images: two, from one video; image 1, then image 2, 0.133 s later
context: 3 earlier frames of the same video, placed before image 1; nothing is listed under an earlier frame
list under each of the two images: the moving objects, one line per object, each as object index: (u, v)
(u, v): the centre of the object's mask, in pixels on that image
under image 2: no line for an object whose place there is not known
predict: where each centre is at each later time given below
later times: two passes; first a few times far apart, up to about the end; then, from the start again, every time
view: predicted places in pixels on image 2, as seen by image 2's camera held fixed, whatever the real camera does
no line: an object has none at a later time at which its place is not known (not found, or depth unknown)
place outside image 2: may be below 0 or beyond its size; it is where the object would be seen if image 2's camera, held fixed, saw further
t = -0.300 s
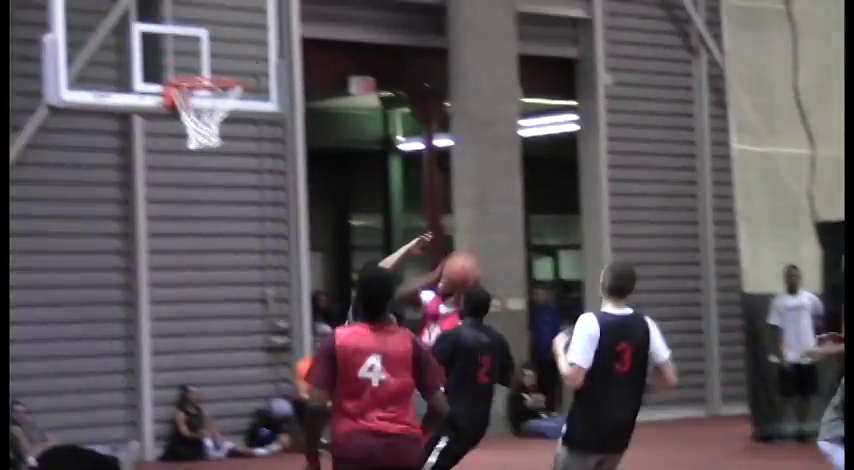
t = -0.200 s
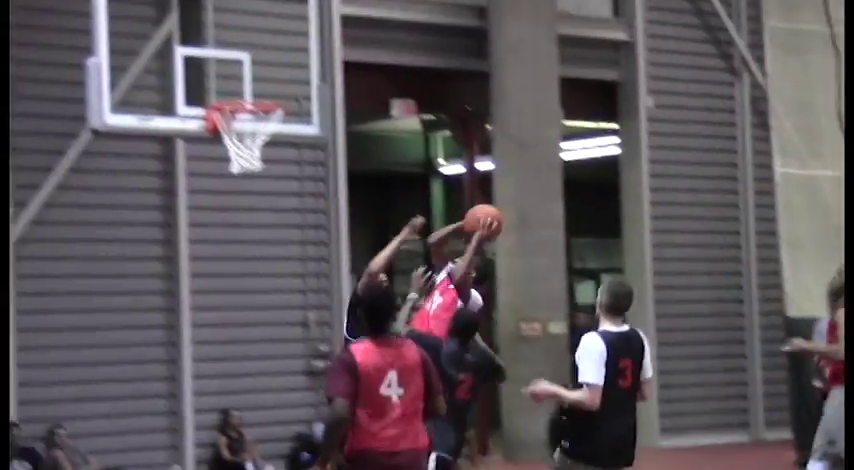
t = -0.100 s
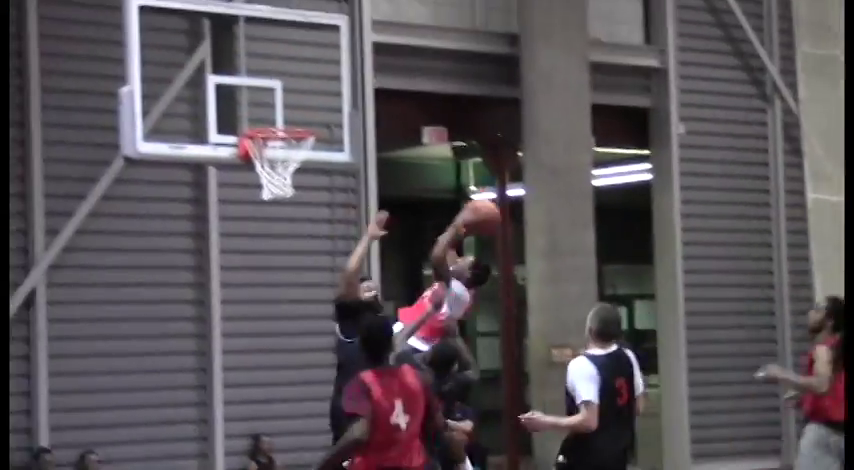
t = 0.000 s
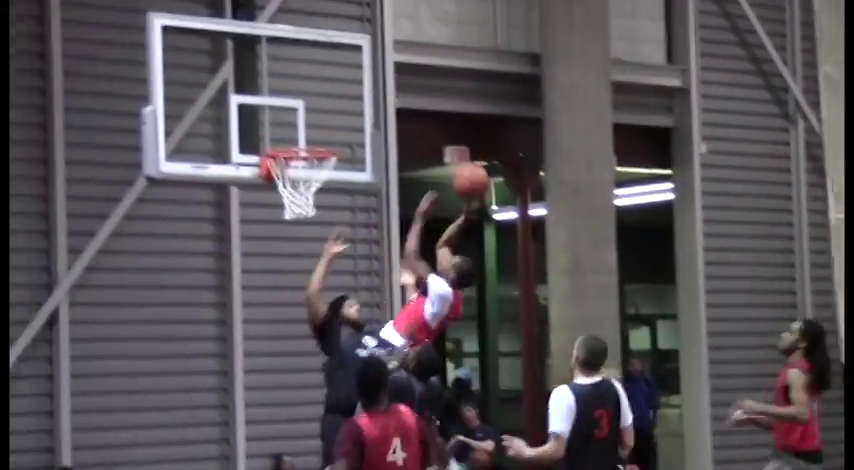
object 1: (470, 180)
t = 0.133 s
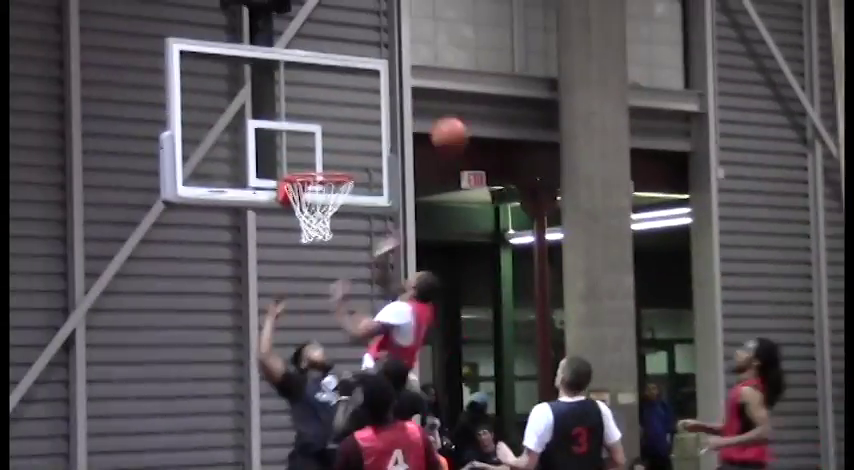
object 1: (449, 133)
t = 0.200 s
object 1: (432, 111)
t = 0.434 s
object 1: (375, 81)
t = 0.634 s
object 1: (330, 117)
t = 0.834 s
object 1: (328, 161)
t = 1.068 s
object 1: (314, 153)
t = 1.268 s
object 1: (297, 160)
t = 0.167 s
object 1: (440, 123)
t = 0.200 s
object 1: (432, 111)
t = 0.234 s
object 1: (425, 103)
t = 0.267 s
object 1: (416, 95)
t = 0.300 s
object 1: (408, 89)
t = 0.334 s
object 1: (399, 85)
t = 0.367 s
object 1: (391, 82)
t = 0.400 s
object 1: (383, 81)
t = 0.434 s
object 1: (375, 81)
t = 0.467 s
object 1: (367, 83)
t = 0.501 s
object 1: (360, 86)
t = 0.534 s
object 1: (352, 91)
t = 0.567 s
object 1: (344, 98)
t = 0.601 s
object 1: (337, 107)
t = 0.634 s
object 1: (330, 117)
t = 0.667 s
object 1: (322, 128)
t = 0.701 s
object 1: (316, 141)
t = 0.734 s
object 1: (315, 150)
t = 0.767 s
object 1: (320, 158)
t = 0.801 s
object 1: (325, 161)
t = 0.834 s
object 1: (328, 161)
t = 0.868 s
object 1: (332, 161)
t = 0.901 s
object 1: (336, 162)
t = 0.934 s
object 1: (334, 161)
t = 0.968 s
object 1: (329, 157)
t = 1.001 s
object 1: (324, 156)
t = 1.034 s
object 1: (319, 154)
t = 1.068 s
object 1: (314, 153)
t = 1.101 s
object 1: (309, 154)
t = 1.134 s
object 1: (305, 156)
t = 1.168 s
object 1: (302, 155)
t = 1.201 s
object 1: (301, 155)
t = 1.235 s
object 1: (299, 156)
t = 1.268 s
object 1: (297, 160)
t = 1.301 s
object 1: (295, 164)
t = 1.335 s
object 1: (293, 171)
